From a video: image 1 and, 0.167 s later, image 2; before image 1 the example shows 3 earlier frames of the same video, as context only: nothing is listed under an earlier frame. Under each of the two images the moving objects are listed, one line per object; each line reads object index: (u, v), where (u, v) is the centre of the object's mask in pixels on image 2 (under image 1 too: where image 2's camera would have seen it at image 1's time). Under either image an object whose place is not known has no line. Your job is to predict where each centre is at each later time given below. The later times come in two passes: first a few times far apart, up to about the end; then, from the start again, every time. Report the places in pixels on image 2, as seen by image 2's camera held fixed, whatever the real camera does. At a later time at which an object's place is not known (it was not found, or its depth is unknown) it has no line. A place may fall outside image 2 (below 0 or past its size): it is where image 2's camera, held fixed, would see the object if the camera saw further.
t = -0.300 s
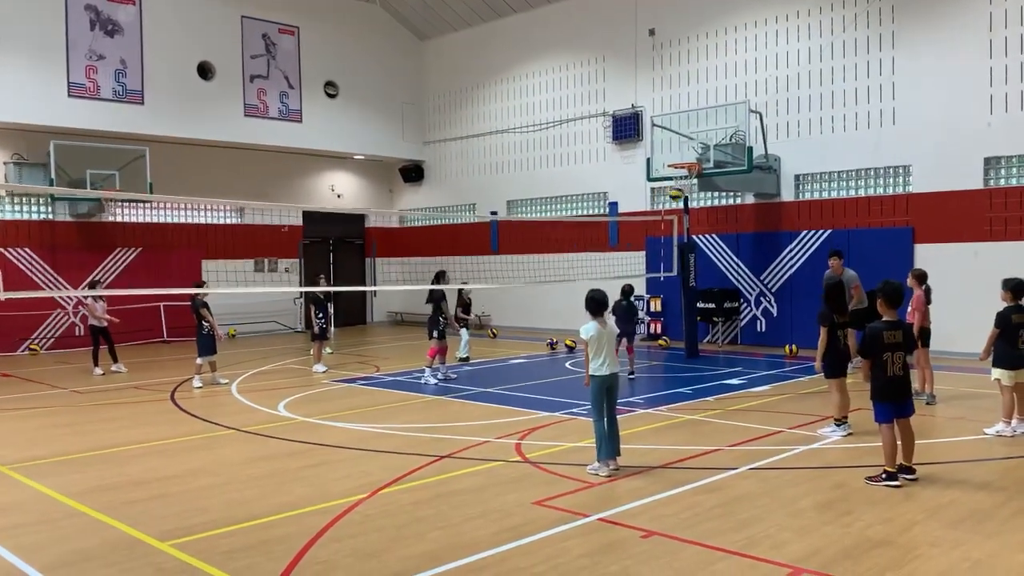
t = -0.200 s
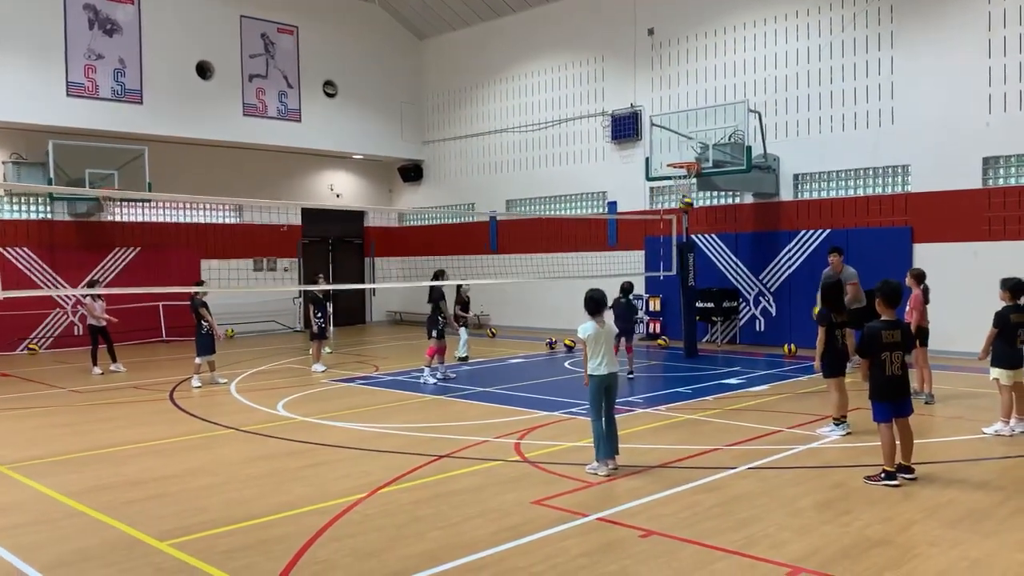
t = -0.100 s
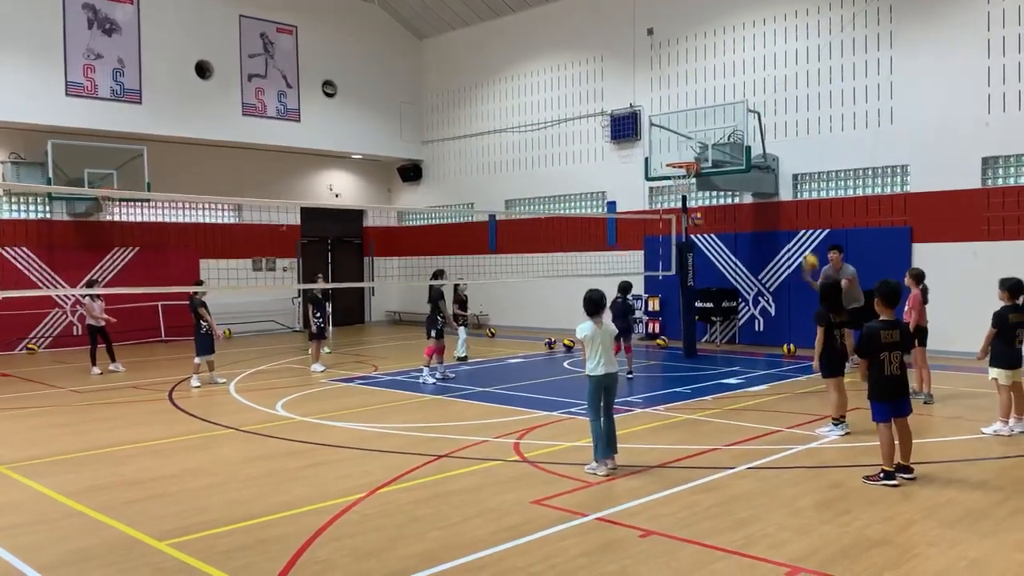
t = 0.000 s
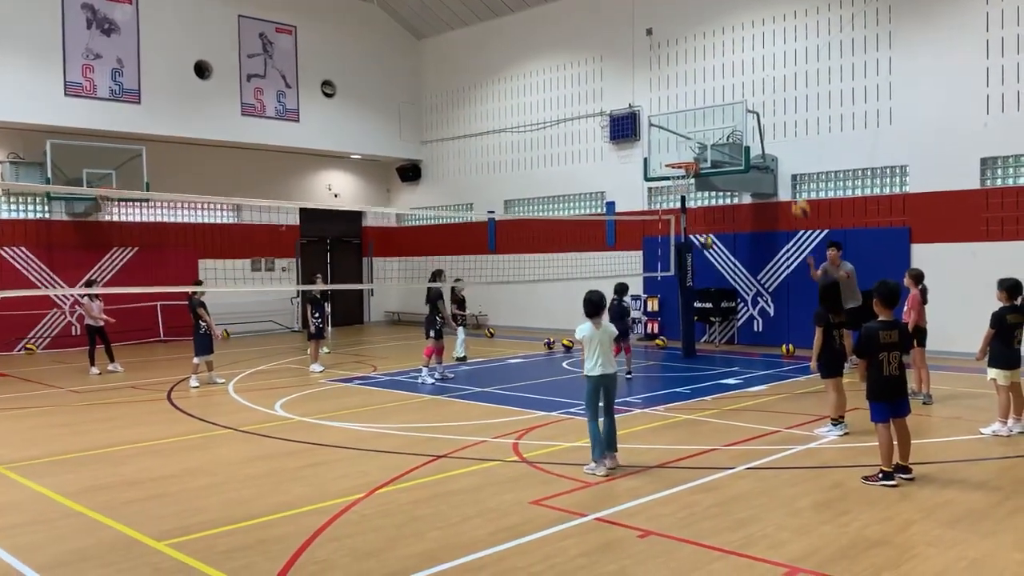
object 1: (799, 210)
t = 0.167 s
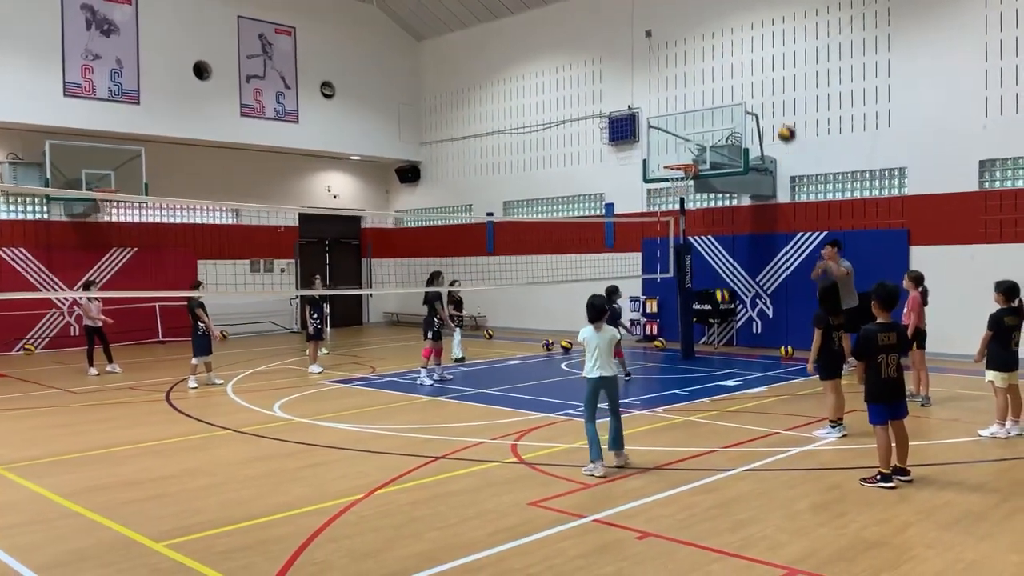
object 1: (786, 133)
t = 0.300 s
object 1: (776, 84)
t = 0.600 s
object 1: (750, 23)
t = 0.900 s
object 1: (721, 43)
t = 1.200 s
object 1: (689, 170)
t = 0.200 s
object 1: (784, 120)
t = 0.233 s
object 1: (781, 107)
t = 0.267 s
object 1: (779, 96)
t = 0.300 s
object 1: (776, 84)
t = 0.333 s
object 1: (773, 74)
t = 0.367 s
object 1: (770, 64)
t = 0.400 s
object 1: (767, 56)
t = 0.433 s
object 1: (765, 49)
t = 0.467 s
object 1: (762, 42)
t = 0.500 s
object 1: (760, 36)
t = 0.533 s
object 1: (756, 30)
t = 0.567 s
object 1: (753, 27)
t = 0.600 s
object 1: (750, 23)
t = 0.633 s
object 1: (747, 21)
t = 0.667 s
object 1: (744, 20)
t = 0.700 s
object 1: (741, 19)
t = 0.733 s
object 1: (738, 20)
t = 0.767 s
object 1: (735, 22)
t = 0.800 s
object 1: (731, 26)
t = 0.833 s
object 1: (728, 31)
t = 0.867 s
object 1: (724, 36)
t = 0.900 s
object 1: (721, 43)
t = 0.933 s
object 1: (718, 52)
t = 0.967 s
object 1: (714, 62)
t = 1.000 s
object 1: (711, 73)
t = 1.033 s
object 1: (707, 85)
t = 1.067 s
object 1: (704, 99)
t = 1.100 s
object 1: (700, 114)
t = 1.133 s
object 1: (696, 131)
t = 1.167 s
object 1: (693, 151)
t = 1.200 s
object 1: (689, 170)
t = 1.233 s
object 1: (684, 191)
